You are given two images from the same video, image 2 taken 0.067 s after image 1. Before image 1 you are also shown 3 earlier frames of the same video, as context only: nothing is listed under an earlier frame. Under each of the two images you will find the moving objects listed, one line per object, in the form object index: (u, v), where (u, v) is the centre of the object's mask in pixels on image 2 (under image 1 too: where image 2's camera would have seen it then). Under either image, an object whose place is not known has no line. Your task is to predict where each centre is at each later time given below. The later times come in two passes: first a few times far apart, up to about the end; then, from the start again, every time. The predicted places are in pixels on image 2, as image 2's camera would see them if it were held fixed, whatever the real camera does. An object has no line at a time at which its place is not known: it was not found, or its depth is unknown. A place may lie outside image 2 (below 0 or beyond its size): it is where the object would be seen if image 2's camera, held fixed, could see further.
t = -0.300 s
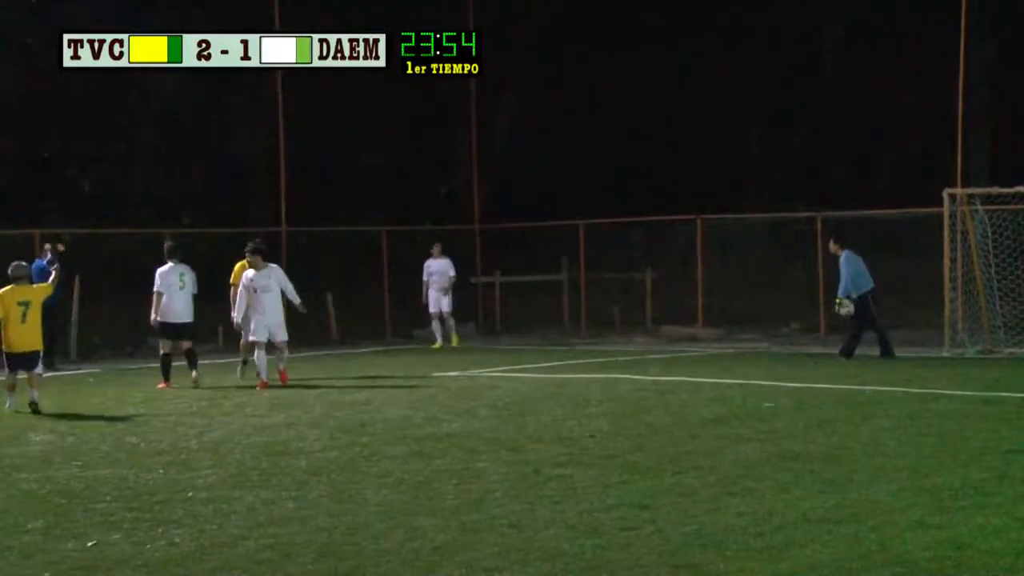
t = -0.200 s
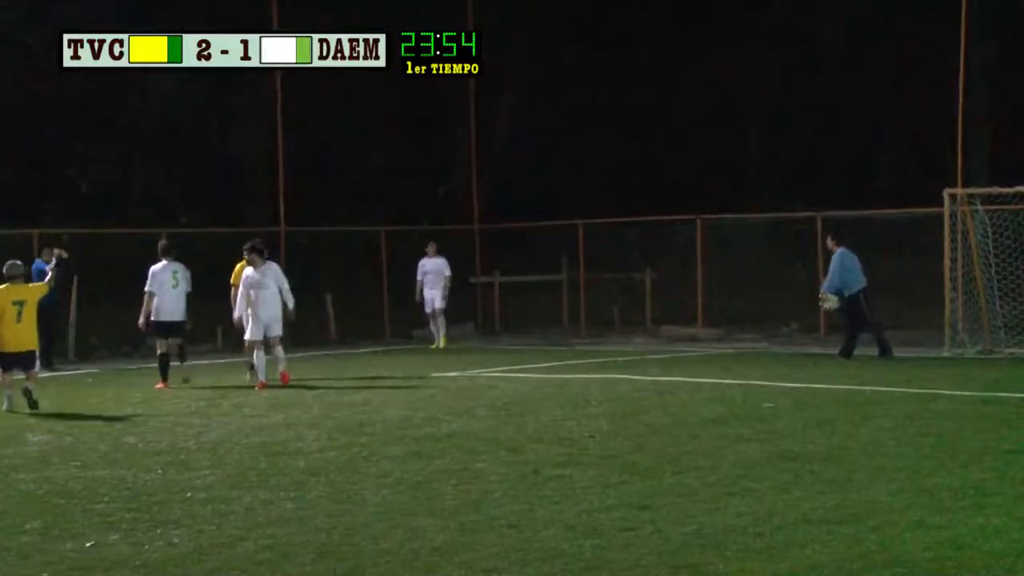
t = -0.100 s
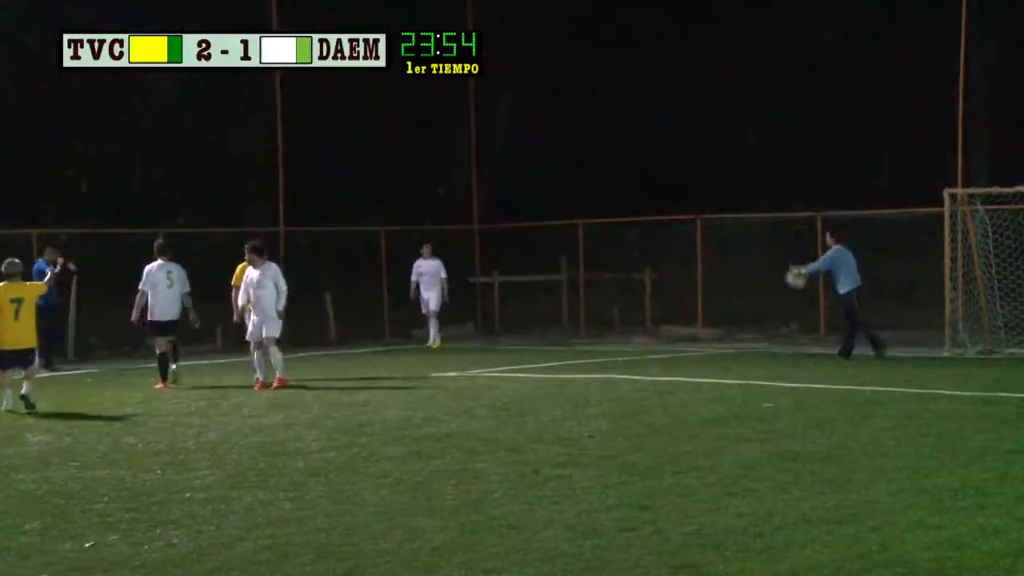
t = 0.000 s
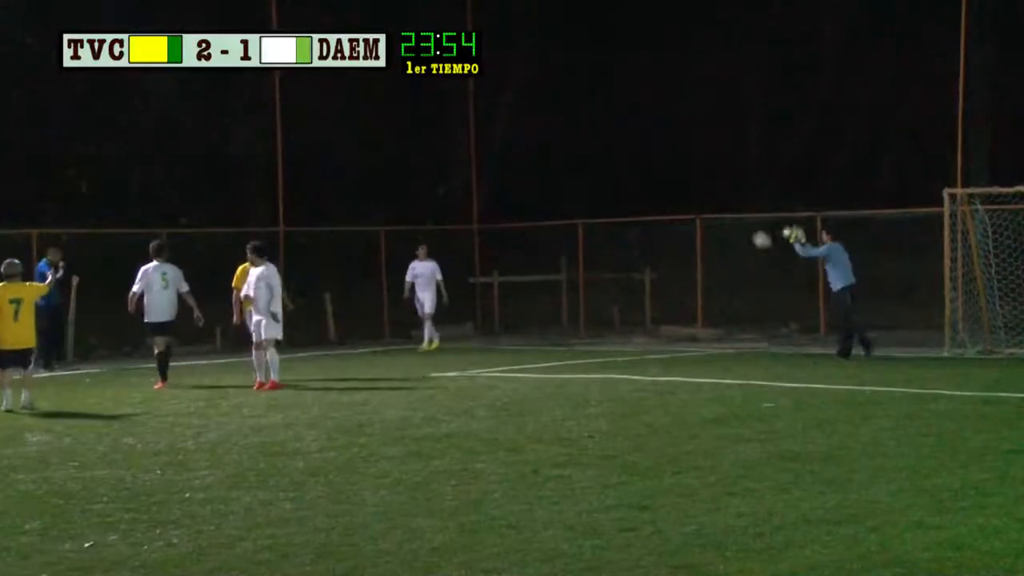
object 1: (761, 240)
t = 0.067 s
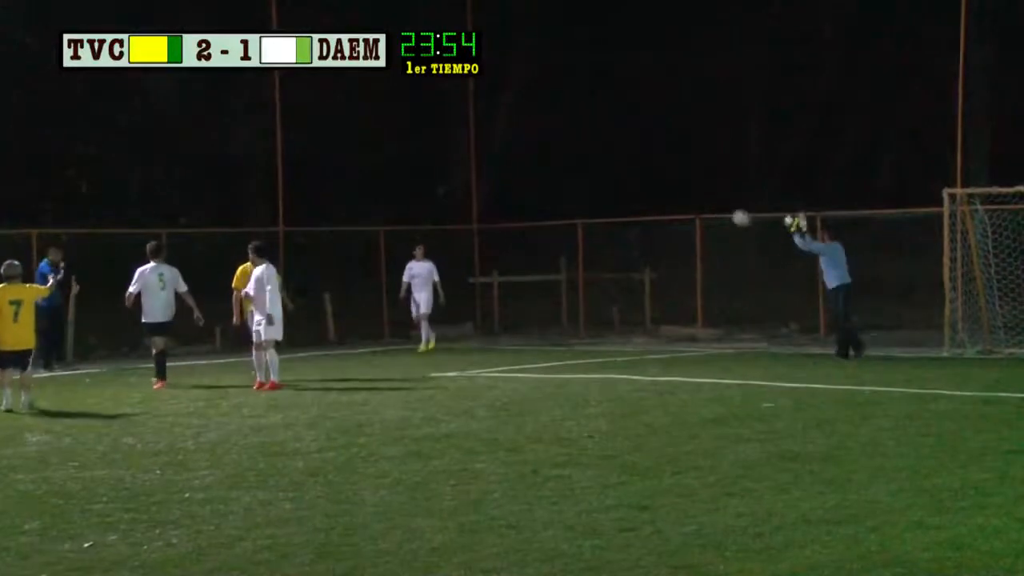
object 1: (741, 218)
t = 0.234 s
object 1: (691, 177)
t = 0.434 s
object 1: (636, 153)
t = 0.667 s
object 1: (578, 157)
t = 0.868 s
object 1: (532, 188)
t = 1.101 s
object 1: (480, 254)
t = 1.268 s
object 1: (446, 319)
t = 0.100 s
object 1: (730, 208)
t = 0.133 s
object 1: (720, 199)
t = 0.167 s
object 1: (711, 191)
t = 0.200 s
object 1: (701, 184)
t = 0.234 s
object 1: (691, 177)
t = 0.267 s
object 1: (682, 171)
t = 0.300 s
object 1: (672, 166)
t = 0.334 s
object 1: (663, 162)
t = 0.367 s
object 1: (654, 158)
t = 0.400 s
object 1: (645, 155)
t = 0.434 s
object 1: (636, 153)
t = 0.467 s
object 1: (628, 151)
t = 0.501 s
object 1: (620, 151)
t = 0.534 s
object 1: (611, 151)
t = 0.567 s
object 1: (603, 151)
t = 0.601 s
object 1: (594, 153)
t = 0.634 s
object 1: (586, 154)
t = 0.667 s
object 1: (578, 157)
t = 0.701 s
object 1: (570, 161)
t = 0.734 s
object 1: (562, 165)
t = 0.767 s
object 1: (554, 170)
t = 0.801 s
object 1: (547, 175)
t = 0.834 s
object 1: (539, 182)
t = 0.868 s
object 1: (532, 188)
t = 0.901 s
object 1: (524, 196)
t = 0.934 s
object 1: (517, 204)
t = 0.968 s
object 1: (509, 213)
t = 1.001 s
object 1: (502, 222)
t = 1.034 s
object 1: (495, 232)
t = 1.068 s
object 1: (488, 242)
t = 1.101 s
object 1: (480, 254)
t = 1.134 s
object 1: (473, 266)
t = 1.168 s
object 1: (466, 278)
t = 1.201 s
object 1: (459, 292)
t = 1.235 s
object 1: (453, 304)
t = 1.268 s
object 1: (446, 319)
